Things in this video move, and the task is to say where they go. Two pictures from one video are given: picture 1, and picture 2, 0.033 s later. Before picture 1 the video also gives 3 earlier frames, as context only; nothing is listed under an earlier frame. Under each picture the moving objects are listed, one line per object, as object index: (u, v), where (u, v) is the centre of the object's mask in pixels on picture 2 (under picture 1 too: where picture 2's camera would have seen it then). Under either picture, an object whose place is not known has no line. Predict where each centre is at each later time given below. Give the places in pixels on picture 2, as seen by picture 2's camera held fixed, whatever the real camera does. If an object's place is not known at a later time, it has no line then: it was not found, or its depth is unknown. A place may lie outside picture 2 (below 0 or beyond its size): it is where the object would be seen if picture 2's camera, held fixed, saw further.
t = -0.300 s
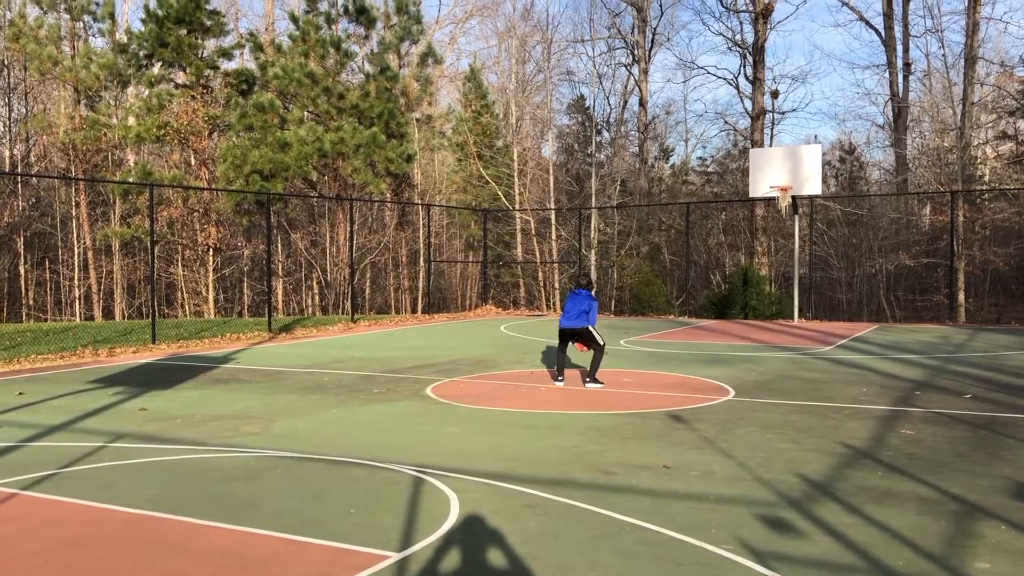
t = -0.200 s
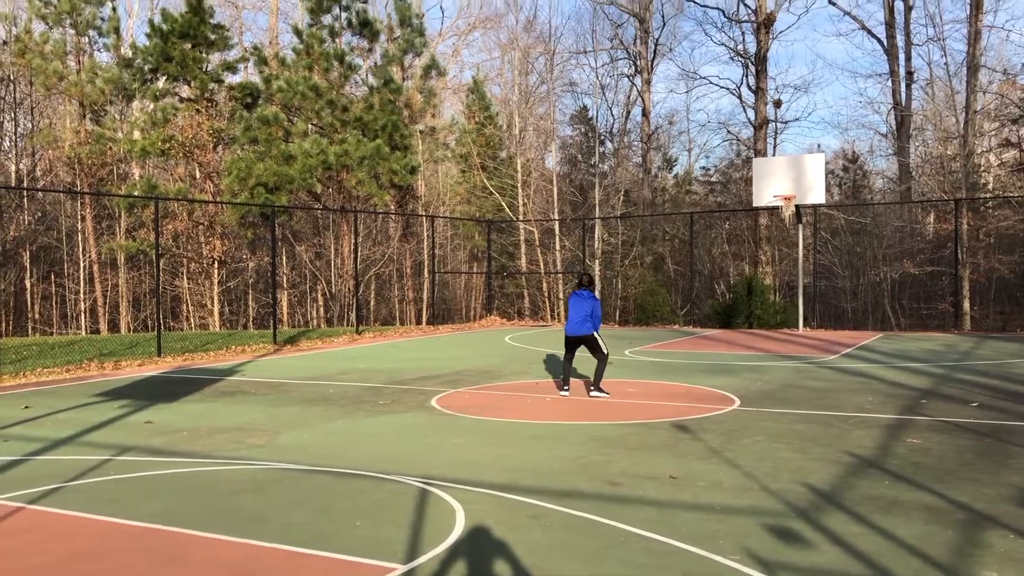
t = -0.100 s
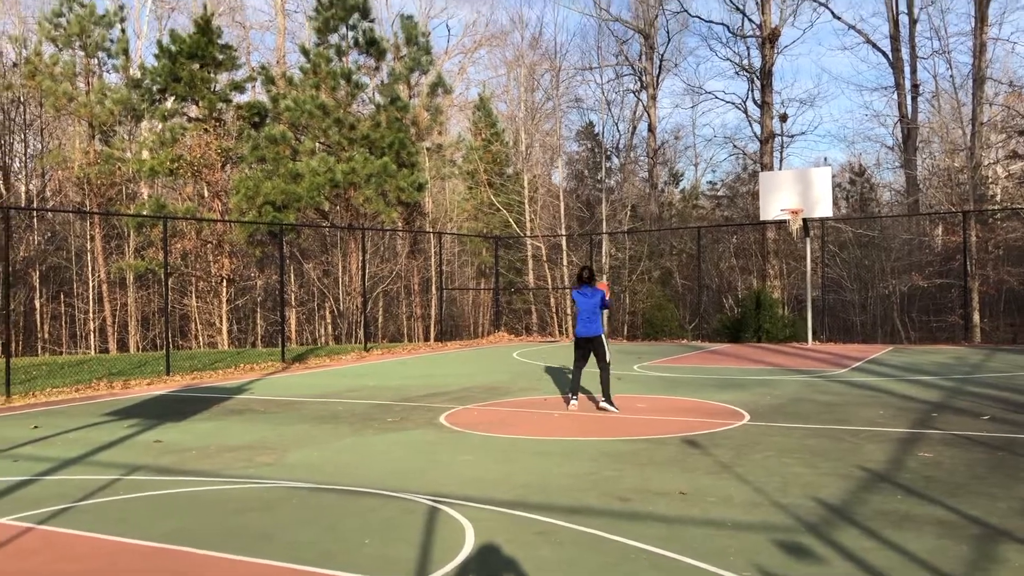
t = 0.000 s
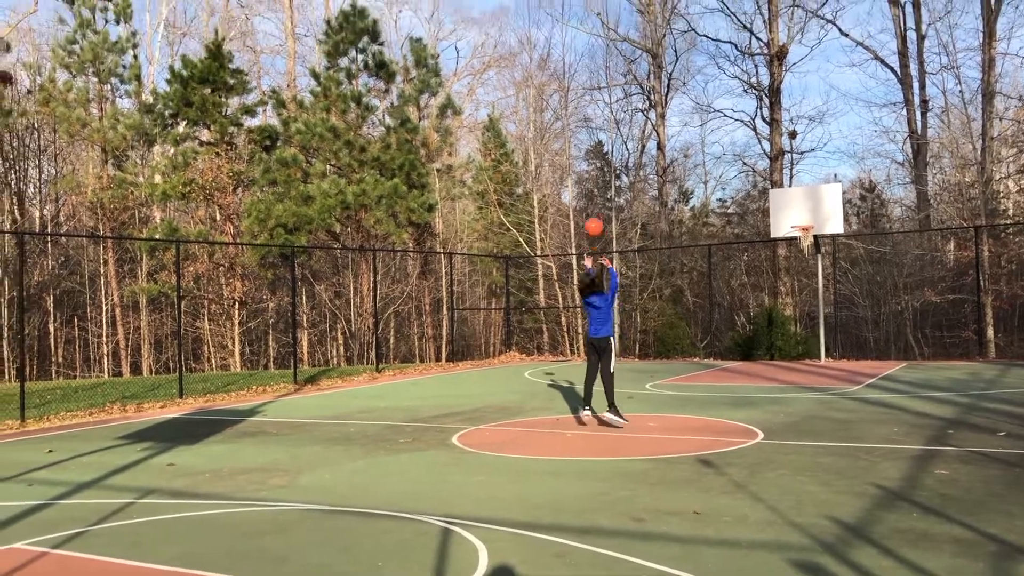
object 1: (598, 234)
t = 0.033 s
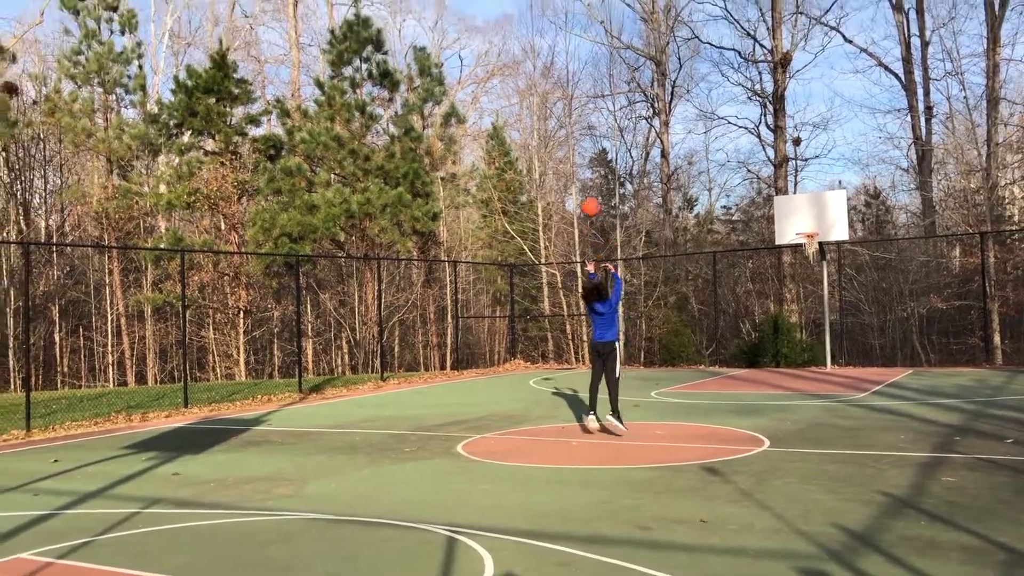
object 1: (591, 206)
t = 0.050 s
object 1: (588, 192)
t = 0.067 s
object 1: (584, 180)
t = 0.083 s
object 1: (581, 166)
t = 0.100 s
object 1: (578, 152)
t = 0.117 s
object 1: (574, 139)
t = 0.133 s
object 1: (571, 125)
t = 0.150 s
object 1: (567, 112)
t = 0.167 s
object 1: (564, 98)
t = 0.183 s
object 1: (560, 85)
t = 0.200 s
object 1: (557, 72)
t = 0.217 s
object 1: (553, 59)
